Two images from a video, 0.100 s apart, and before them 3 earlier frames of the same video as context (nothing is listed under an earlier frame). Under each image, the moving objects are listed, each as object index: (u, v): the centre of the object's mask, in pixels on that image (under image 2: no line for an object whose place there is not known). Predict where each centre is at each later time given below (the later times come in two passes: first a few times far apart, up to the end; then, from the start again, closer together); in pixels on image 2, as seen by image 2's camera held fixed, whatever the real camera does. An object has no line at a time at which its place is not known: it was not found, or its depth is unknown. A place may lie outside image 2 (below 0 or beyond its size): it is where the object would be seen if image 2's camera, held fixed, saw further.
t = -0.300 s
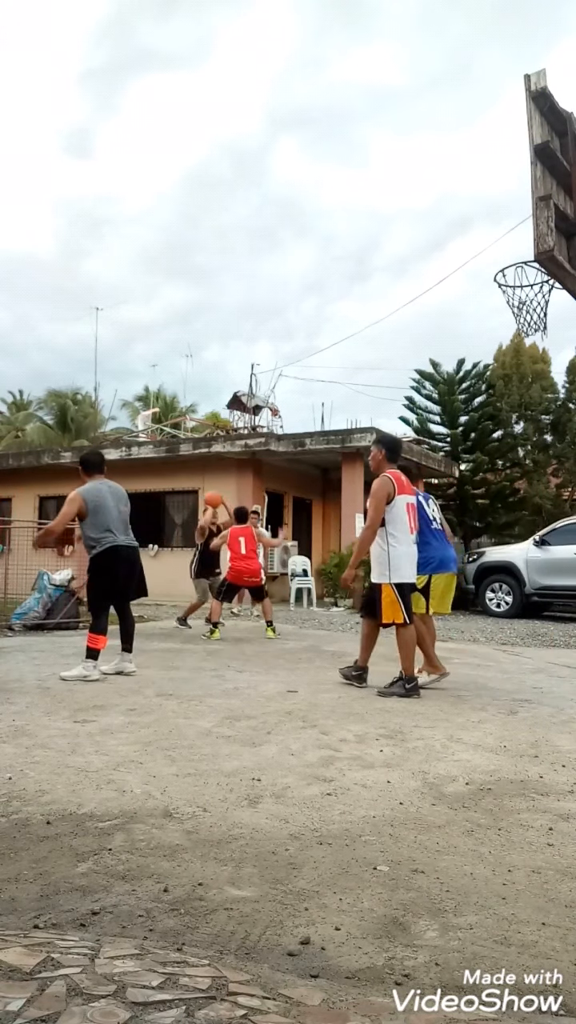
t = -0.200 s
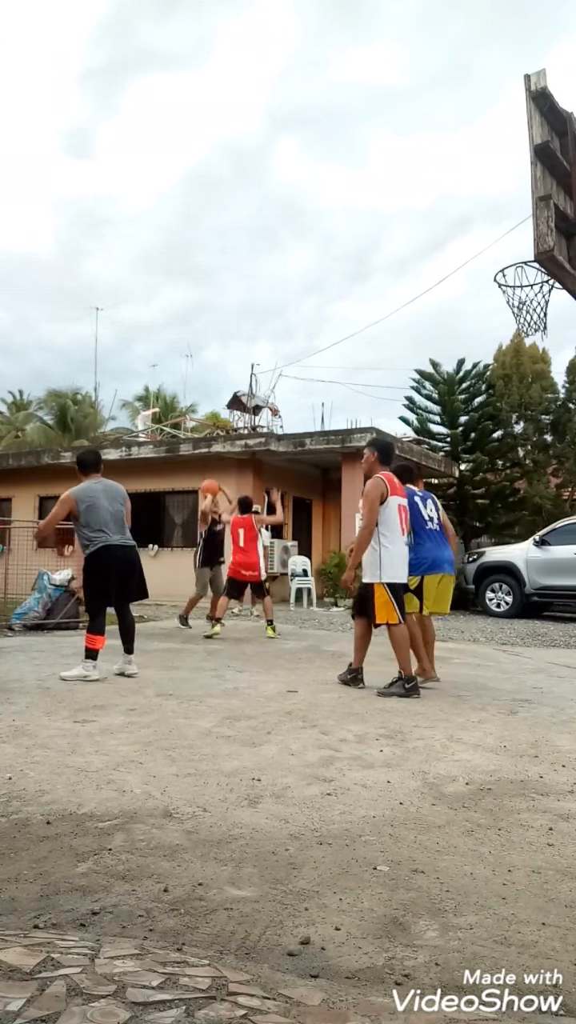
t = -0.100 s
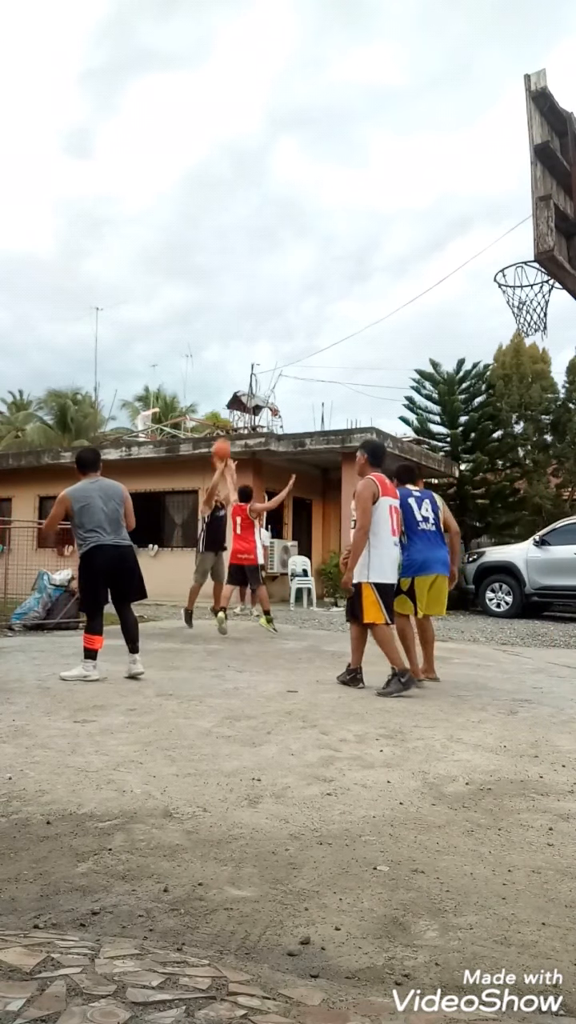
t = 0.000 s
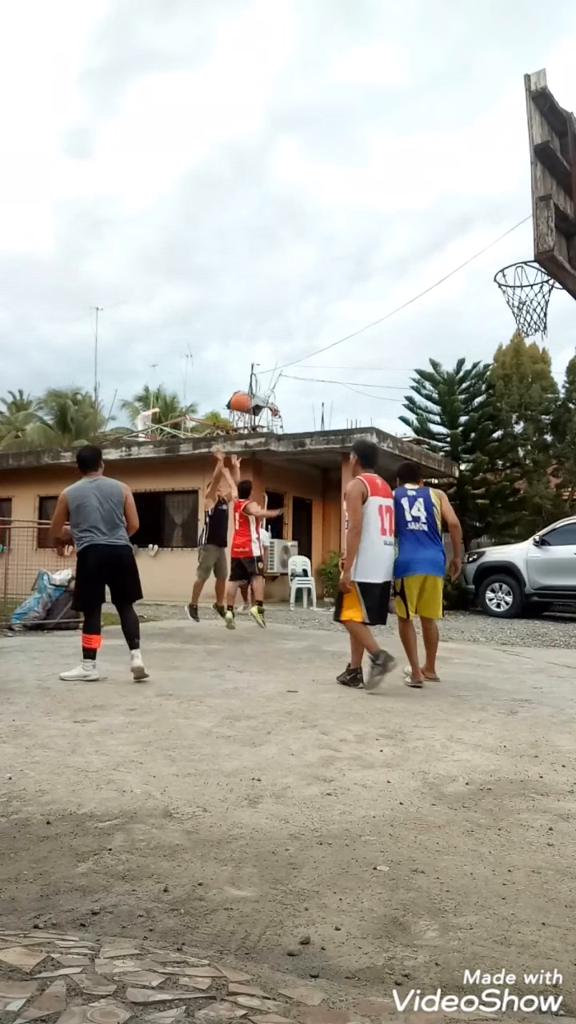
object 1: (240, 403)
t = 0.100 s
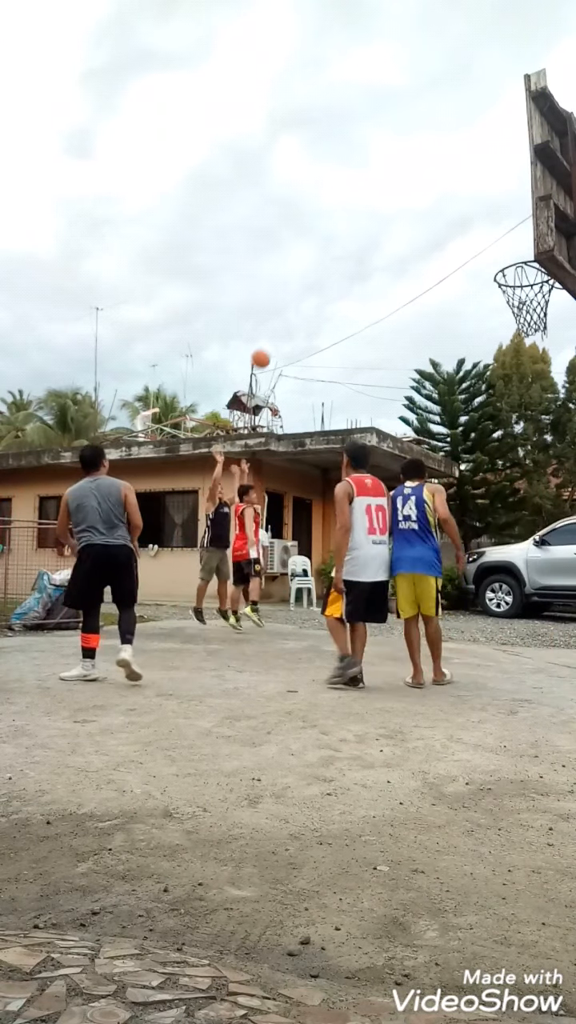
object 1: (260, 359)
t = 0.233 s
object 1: (289, 309)
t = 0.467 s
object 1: (348, 247)
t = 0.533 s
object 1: (366, 237)
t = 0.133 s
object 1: (267, 345)
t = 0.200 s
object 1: (282, 320)
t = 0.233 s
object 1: (289, 309)
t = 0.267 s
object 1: (297, 298)
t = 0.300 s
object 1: (305, 288)
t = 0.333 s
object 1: (313, 278)
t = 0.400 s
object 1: (330, 261)
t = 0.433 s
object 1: (338, 254)
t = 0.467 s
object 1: (348, 247)
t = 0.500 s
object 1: (357, 242)
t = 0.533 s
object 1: (366, 237)
